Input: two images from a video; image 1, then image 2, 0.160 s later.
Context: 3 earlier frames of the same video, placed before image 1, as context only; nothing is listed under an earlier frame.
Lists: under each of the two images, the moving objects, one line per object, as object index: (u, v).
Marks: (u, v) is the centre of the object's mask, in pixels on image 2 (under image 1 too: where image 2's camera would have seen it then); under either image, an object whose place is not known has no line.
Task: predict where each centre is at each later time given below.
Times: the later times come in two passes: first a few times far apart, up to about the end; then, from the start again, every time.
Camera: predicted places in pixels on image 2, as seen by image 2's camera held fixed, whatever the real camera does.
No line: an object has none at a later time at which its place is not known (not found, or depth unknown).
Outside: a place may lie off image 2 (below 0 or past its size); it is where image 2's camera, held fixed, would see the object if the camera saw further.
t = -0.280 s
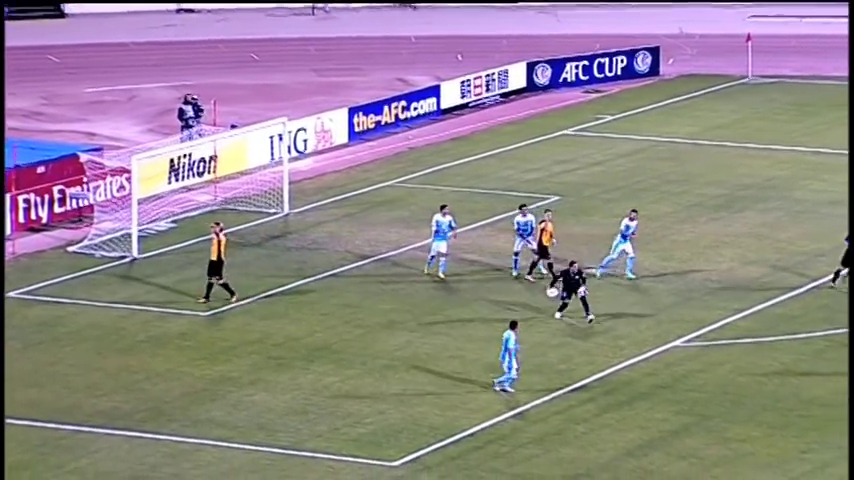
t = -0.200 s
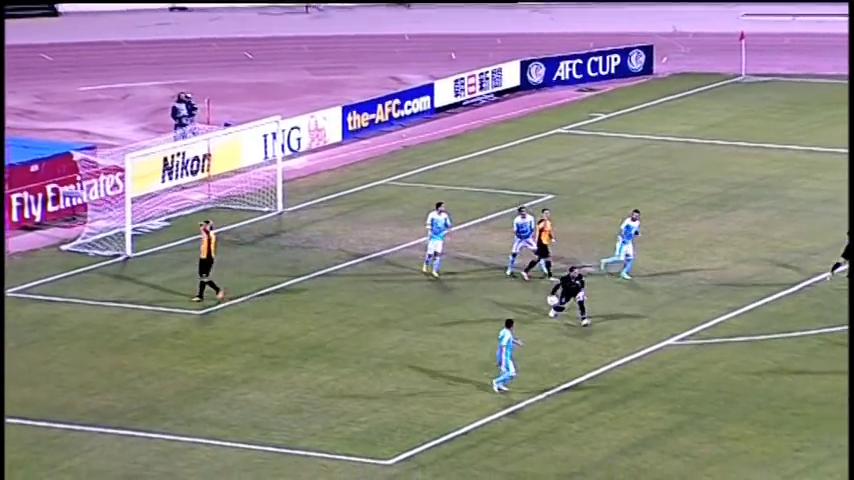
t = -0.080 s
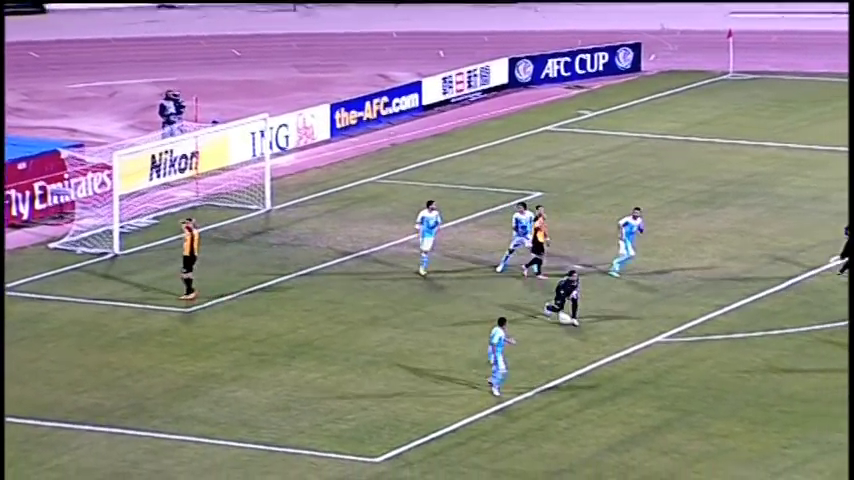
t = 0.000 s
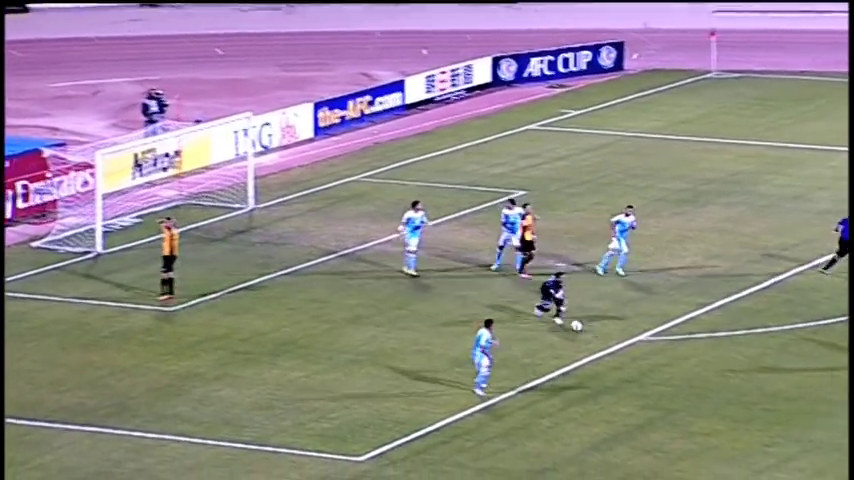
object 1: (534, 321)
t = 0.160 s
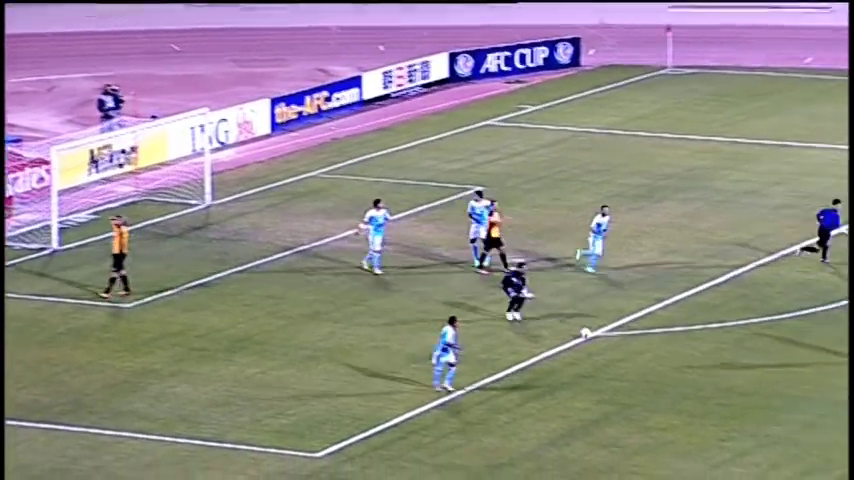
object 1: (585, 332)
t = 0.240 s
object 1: (609, 338)
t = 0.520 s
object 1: (684, 355)
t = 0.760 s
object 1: (743, 368)
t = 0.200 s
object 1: (598, 337)
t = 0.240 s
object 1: (609, 338)
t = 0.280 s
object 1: (621, 341)
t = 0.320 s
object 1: (632, 344)
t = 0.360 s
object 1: (643, 346)
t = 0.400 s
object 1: (654, 349)
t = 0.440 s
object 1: (664, 351)
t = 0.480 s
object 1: (674, 353)
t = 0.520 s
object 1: (684, 355)
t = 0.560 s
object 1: (694, 358)
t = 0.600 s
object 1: (704, 360)
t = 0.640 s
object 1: (714, 361)
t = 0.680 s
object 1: (723, 364)
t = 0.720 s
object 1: (733, 367)
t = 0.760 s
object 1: (743, 368)
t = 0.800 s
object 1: (753, 371)
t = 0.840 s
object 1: (762, 374)
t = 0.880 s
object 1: (772, 376)
